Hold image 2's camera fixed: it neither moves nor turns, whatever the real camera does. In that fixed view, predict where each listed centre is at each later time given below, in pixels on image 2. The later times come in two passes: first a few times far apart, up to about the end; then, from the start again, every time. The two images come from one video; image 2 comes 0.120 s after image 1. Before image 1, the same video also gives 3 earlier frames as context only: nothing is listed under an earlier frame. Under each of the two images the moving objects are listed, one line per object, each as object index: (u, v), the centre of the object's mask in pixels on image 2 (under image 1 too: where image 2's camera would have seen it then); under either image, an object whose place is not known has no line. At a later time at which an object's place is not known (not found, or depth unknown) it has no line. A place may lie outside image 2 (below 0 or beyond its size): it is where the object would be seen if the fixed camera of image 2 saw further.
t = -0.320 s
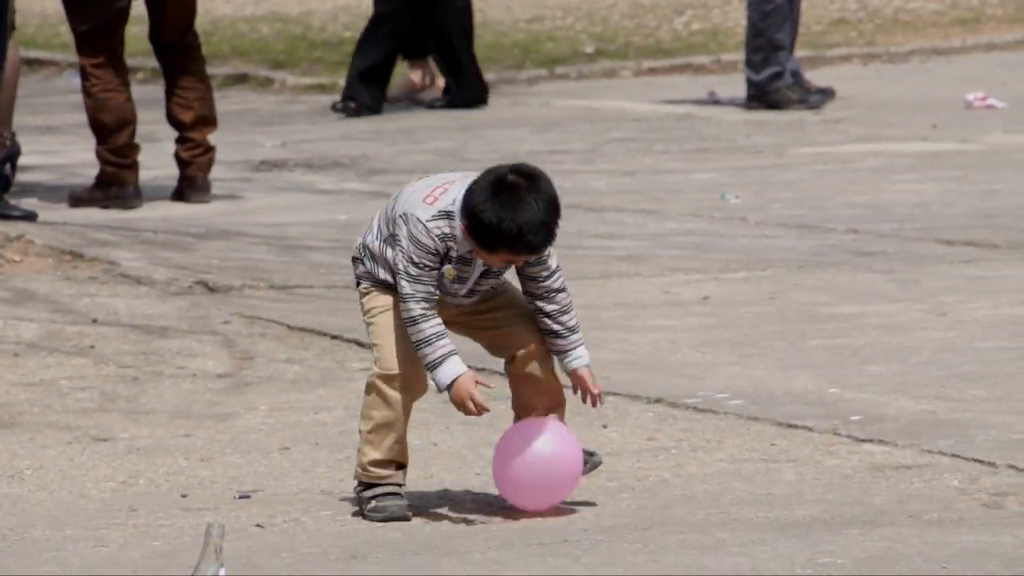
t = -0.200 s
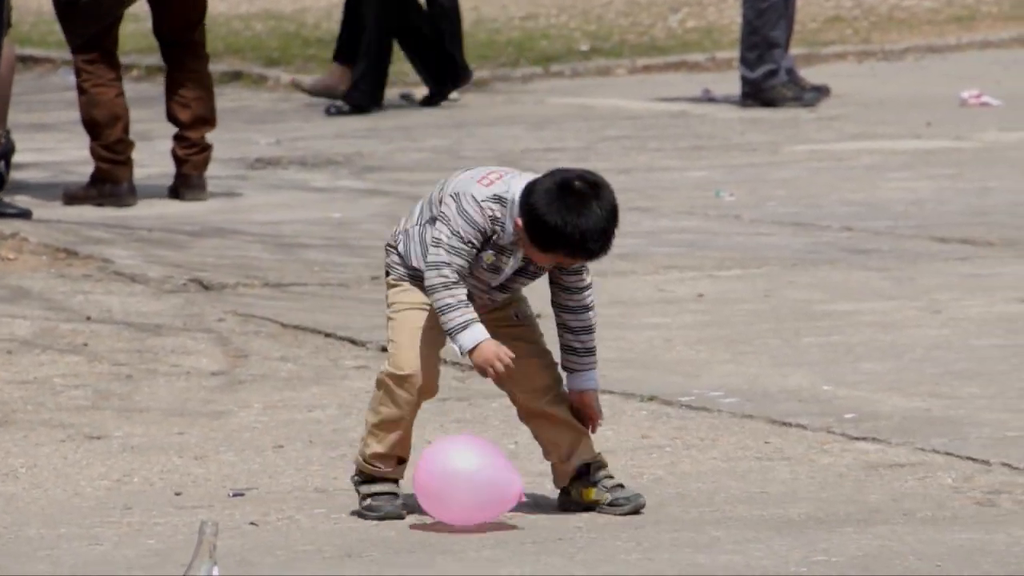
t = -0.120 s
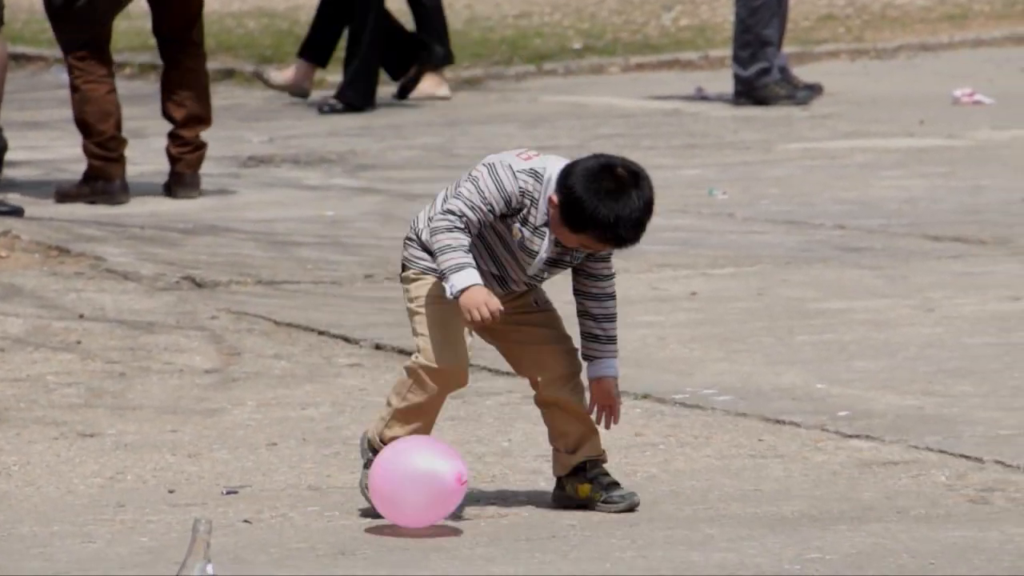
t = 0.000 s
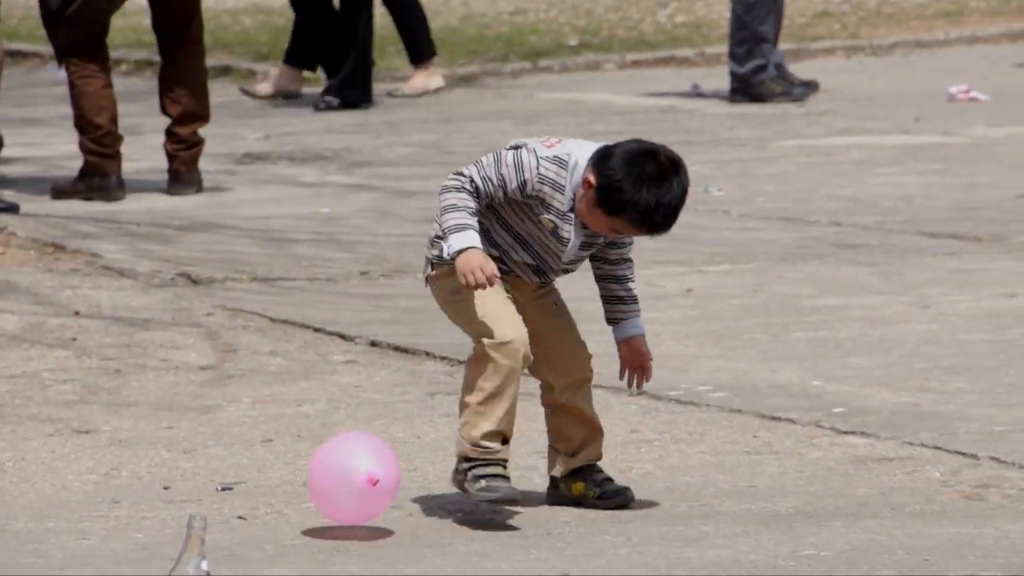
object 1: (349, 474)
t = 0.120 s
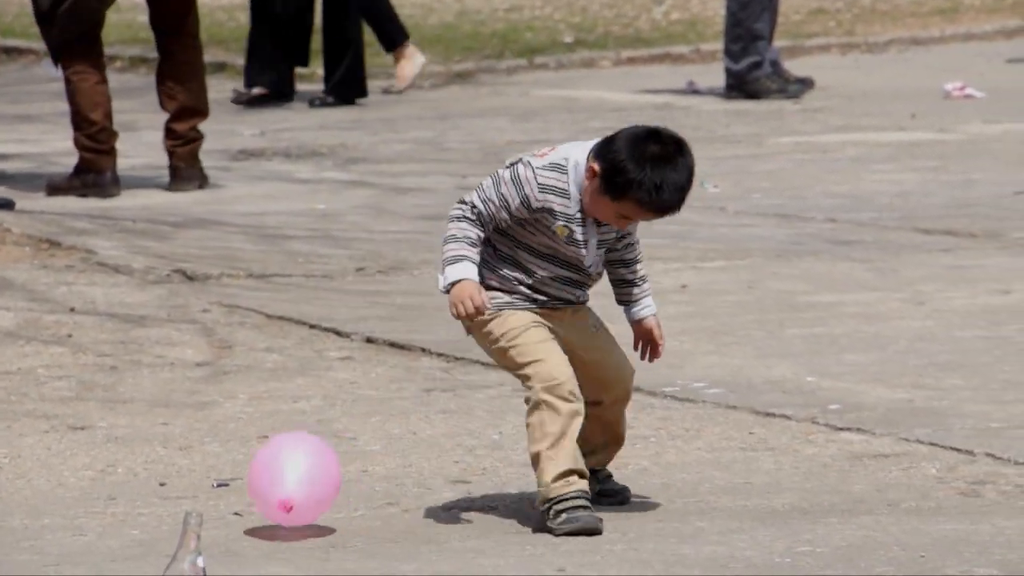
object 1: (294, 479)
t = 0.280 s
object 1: (222, 478)
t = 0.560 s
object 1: (96, 470)
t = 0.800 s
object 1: (31, 483)
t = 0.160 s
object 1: (276, 482)
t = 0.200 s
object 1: (256, 488)
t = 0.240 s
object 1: (239, 485)
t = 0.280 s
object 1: (222, 478)
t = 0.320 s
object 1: (204, 472)
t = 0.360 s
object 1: (186, 468)
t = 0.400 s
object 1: (167, 467)
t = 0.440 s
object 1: (149, 466)
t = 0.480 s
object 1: (132, 466)
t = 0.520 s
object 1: (114, 467)
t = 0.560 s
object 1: (96, 470)
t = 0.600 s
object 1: (78, 474)
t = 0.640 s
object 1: (63, 478)
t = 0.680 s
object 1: (54, 486)
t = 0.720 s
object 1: (47, 488)
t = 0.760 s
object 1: (40, 486)
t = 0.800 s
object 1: (31, 483)
